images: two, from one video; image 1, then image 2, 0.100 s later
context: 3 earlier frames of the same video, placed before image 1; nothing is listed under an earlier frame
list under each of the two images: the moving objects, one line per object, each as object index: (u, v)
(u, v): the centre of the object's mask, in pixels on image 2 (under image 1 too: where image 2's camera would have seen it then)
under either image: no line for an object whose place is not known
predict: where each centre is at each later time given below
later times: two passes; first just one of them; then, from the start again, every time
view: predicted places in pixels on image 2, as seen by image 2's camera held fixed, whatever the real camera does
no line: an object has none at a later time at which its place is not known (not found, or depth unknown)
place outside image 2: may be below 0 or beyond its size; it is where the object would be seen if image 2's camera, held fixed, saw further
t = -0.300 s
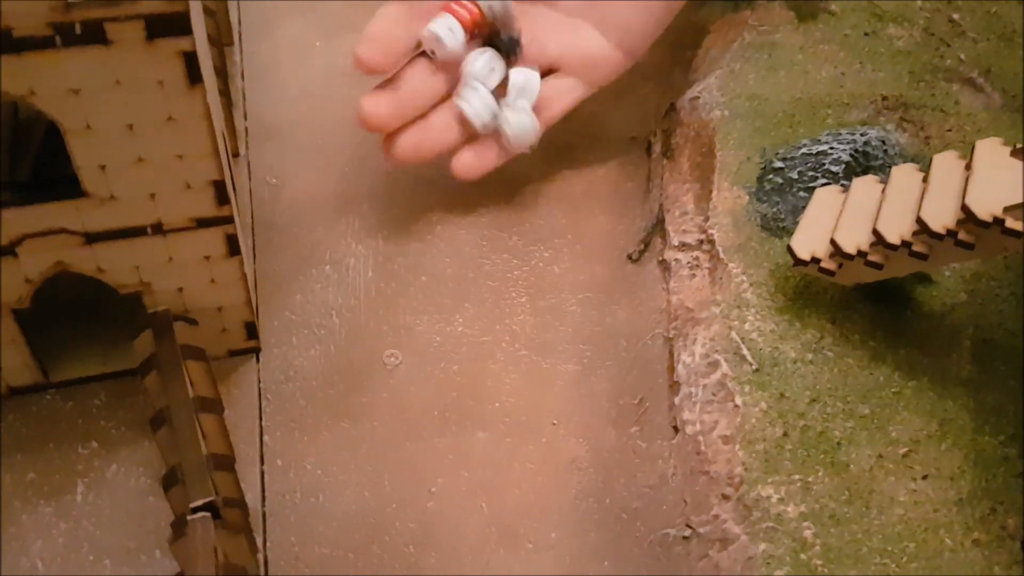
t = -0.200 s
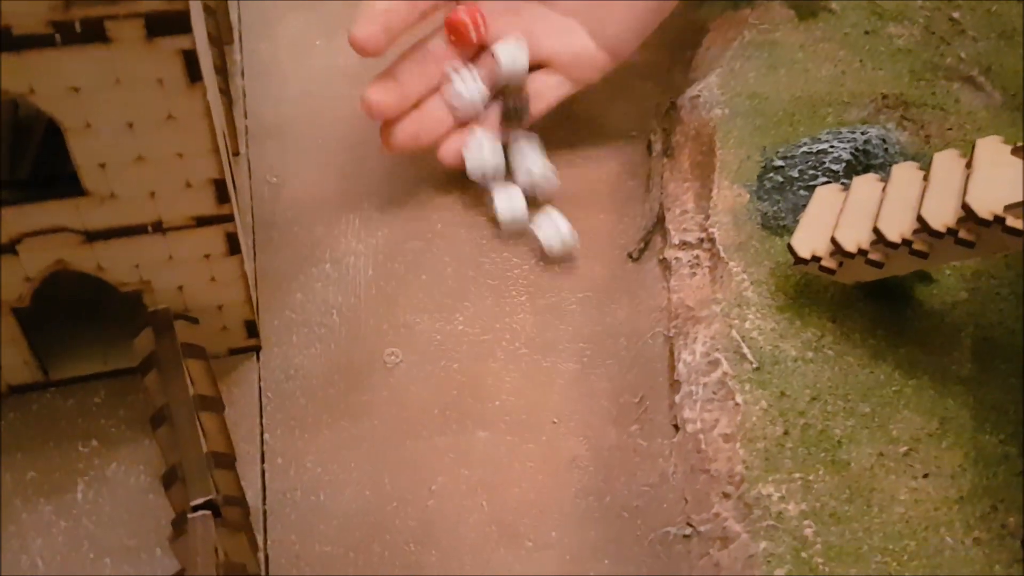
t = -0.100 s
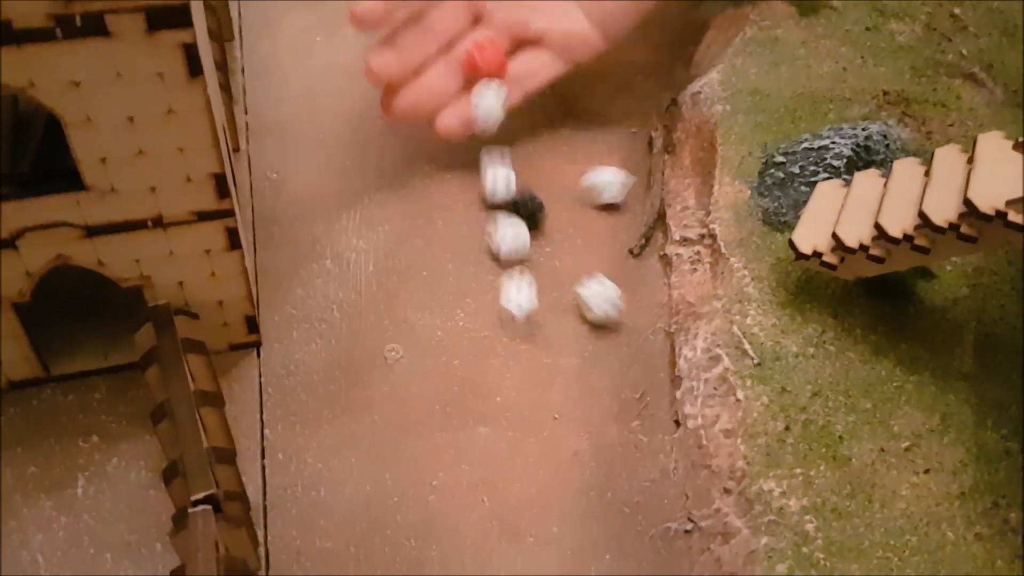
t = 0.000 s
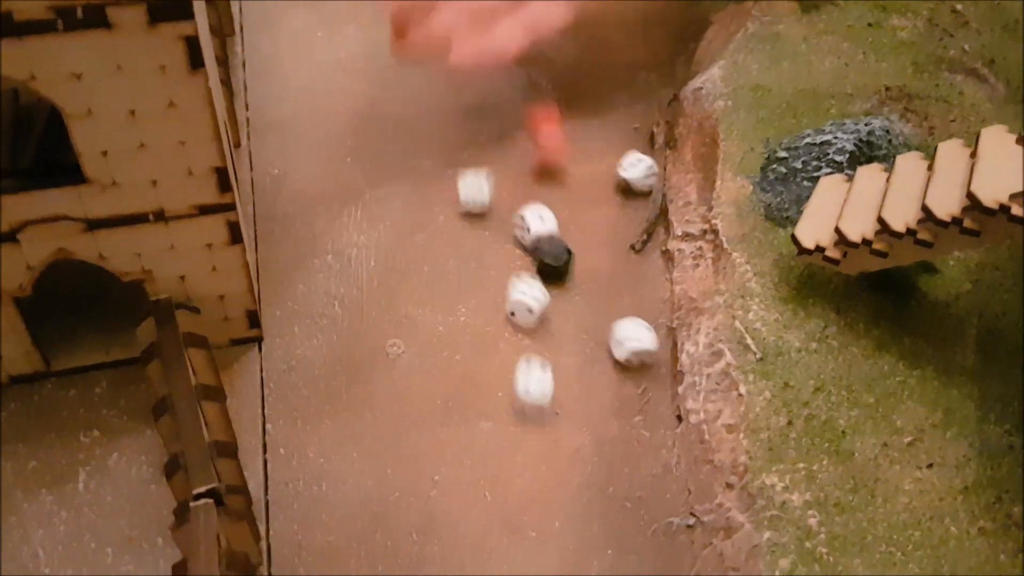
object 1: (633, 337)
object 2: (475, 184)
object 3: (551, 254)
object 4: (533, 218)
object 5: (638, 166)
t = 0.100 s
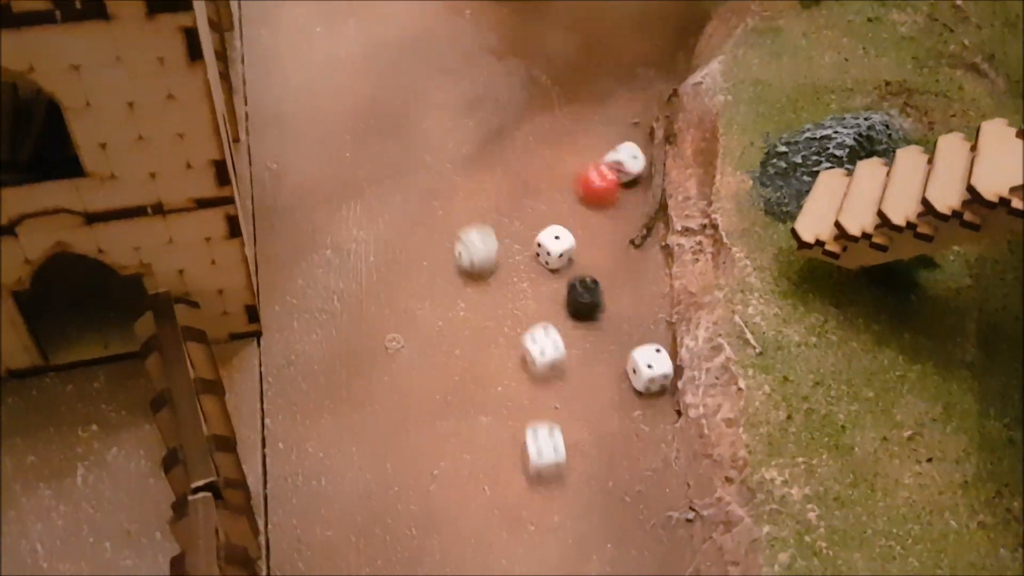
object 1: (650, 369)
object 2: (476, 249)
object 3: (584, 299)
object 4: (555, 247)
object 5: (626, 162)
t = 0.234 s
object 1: (651, 373)
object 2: (497, 317)
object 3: (603, 324)
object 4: (559, 251)
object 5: (608, 154)
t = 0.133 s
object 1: (651, 372)
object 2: (482, 266)
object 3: (593, 308)
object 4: (558, 250)
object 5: (622, 158)
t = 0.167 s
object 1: (651, 373)
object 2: (483, 283)
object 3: (600, 316)
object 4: (559, 251)
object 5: (614, 159)
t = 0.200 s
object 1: (651, 373)
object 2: (488, 302)
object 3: (602, 320)
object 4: (559, 251)
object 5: (611, 155)
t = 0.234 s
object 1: (651, 373)
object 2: (497, 317)
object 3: (603, 324)
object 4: (559, 251)
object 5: (608, 154)
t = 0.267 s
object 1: (651, 373)
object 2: (499, 334)
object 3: (602, 325)
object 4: (559, 251)
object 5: (604, 154)
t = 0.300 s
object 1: (651, 373)
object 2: (502, 345)
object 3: (602, 326)
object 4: (560, 252)
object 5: (604, 153)
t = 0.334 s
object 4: (560, 251)
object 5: (604, 154)
